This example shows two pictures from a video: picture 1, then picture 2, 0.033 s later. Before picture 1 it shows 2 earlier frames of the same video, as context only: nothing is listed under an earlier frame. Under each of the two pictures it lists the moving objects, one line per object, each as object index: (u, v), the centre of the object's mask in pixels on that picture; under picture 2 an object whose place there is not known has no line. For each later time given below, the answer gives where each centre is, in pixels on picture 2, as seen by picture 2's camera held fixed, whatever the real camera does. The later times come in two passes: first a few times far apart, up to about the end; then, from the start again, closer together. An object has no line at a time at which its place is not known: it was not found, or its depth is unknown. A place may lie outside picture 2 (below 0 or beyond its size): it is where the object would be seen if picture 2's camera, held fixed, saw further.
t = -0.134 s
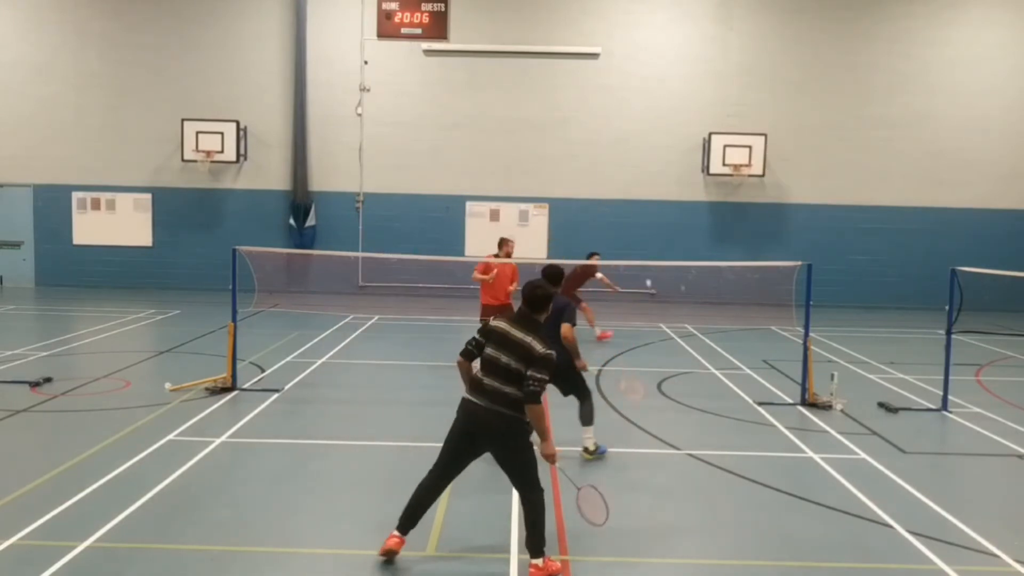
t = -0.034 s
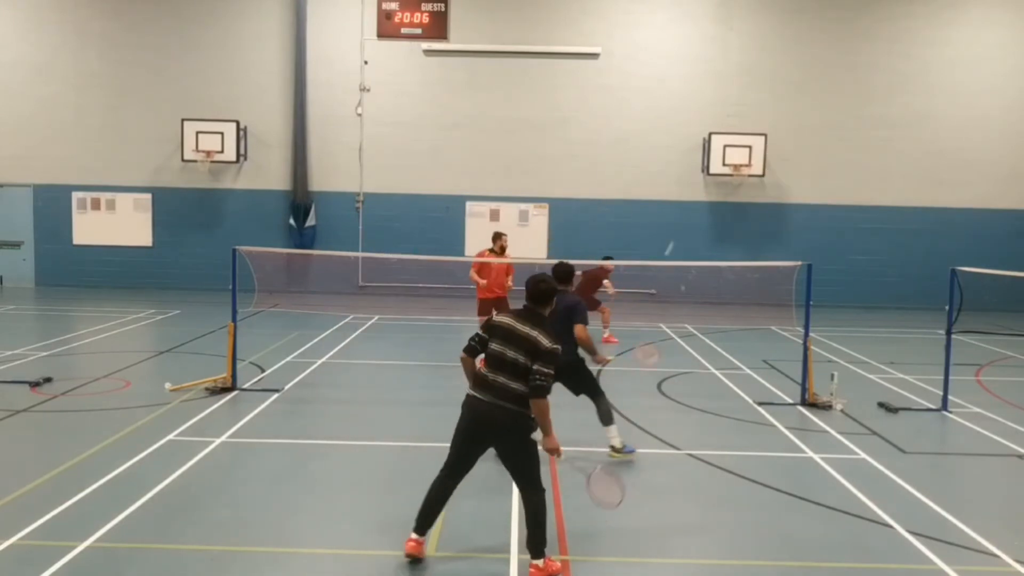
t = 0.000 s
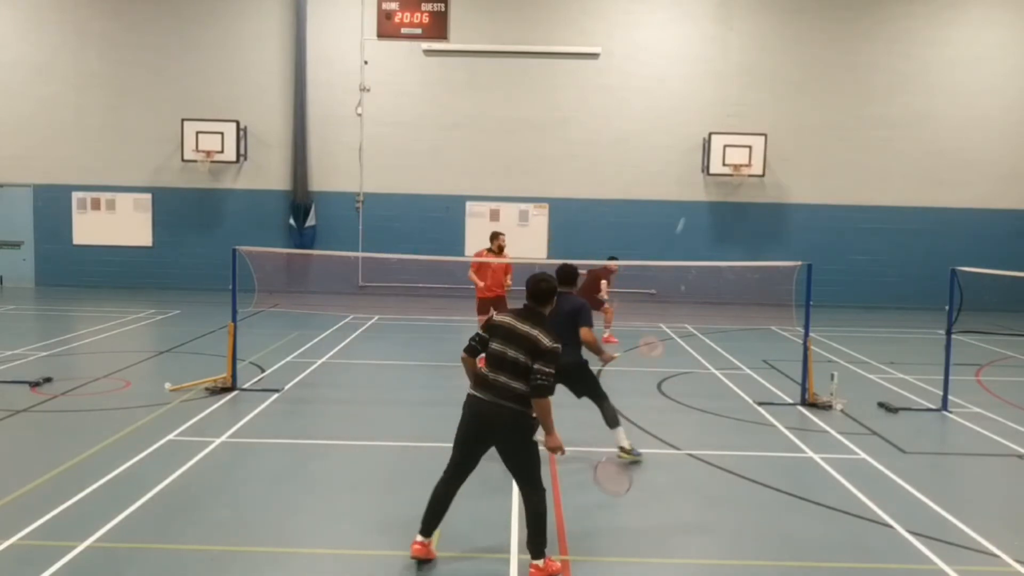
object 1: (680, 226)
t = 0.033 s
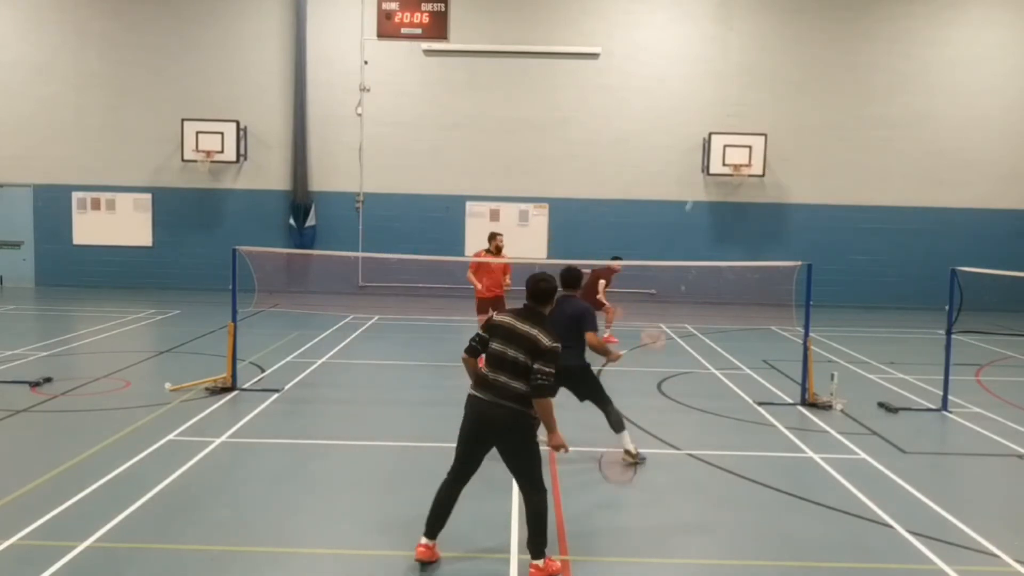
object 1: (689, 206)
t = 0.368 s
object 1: (772, 60)
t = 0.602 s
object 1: (829, 35)
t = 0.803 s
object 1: (876, 77)
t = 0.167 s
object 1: (724, 132)
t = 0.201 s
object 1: (730, 117)
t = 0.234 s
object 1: (739, 105)
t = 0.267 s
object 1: (748, 90)
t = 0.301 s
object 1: (756, 79)
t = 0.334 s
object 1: (765, 69)
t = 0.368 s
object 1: (772, 60)
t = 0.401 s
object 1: (781, 52)
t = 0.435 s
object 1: (789, 46)
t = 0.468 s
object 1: (798, 41)
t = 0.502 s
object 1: (805, 38)
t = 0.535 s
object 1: (813, 35)
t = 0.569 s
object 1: (821, 34)
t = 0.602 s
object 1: (829, 35)
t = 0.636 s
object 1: (837, 37)
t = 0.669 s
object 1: (845, 41)
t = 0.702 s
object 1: (853, 47)
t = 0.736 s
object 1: (861, 54)
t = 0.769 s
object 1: (869, 64)
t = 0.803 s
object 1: (876, 77)
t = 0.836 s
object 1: (883, 92)
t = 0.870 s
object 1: (891, 109)
